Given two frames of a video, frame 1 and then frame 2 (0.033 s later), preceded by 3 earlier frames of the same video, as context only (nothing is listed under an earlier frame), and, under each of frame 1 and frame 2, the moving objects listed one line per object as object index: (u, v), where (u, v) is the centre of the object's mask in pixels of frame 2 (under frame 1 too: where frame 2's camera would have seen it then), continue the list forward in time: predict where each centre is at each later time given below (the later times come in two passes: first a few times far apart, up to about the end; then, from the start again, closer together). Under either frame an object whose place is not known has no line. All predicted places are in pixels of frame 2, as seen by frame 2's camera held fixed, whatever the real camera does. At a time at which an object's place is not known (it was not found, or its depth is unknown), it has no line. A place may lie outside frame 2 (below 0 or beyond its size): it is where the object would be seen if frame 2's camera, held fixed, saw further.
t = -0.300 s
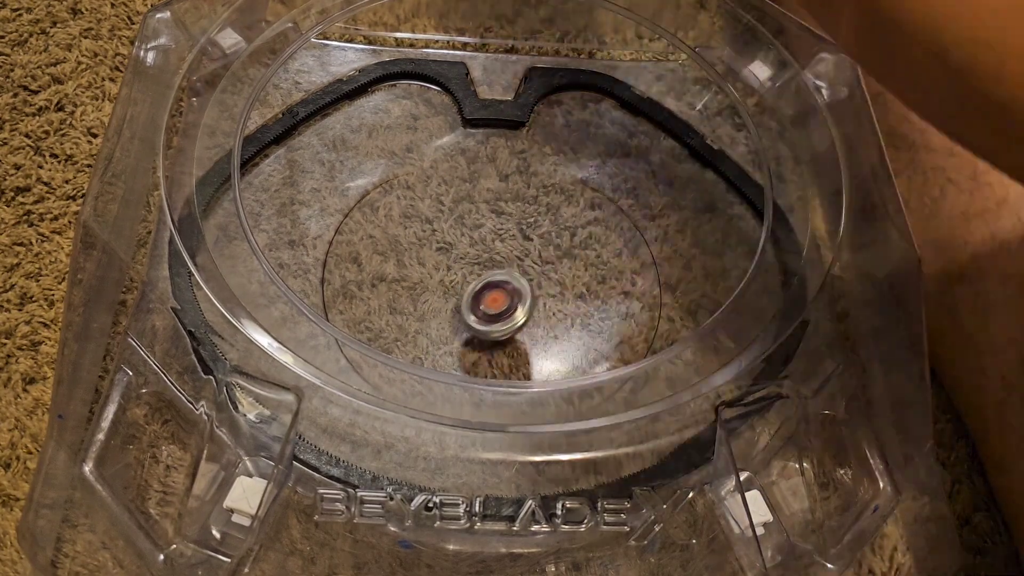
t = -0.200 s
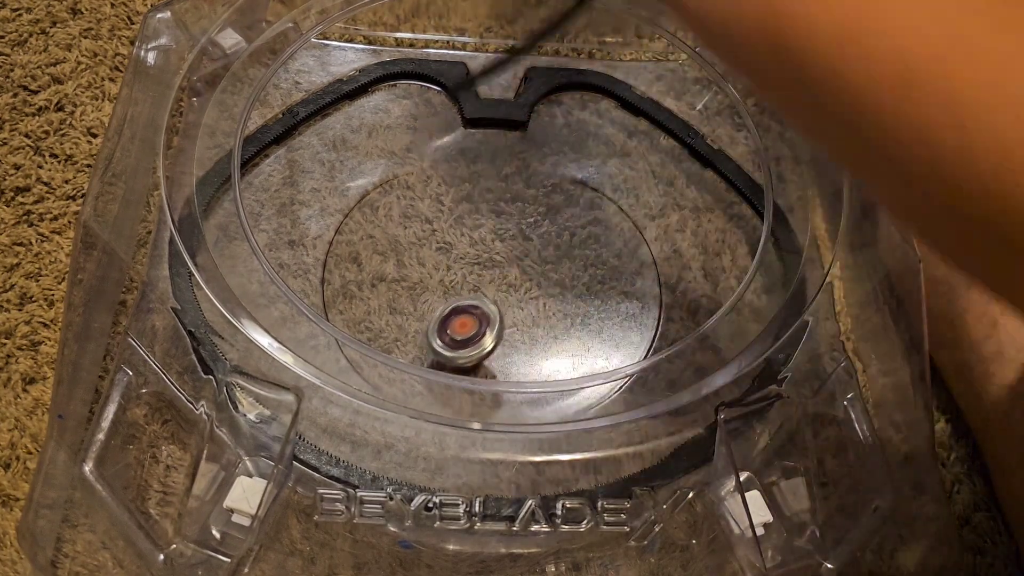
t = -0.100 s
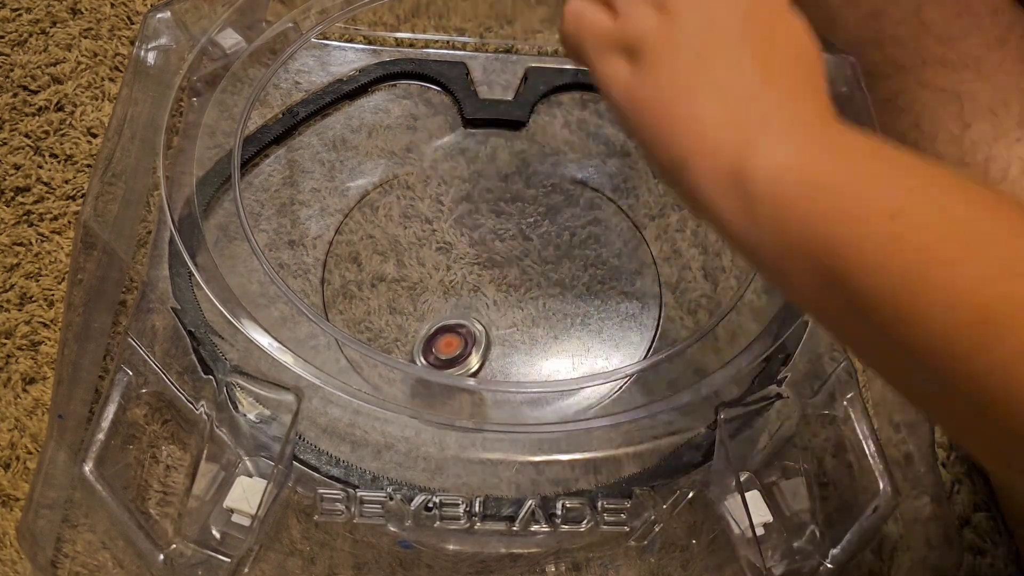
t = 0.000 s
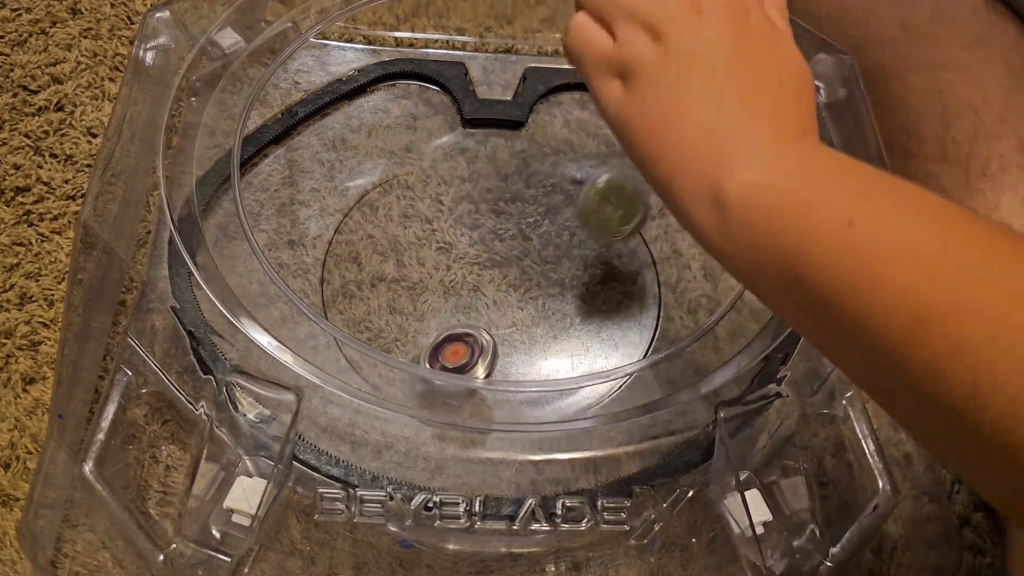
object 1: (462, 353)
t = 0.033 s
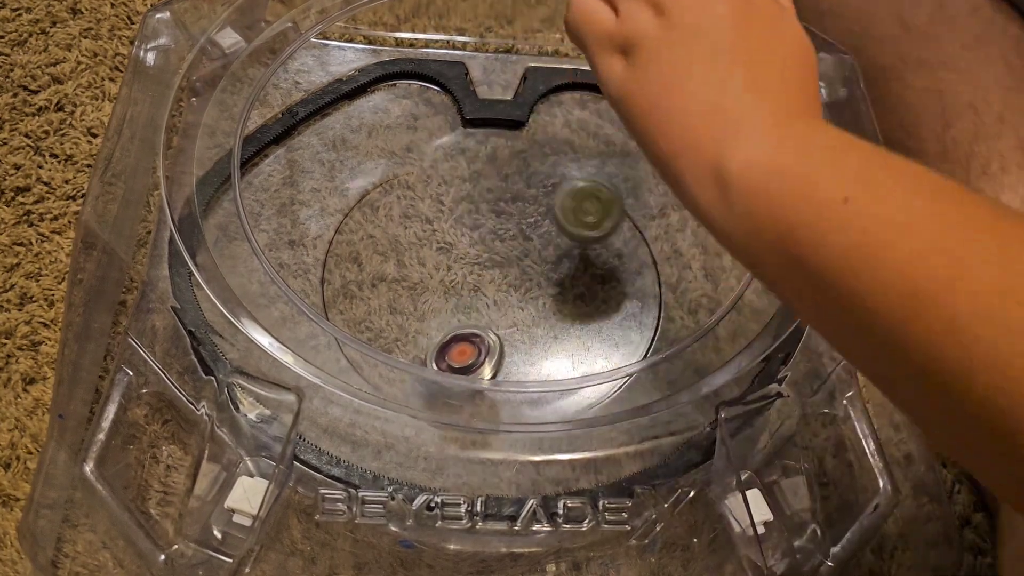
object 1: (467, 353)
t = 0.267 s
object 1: (531, 322)
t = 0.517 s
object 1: (542, 268)
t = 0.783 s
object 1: (439, 276)
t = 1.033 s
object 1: (399, 332)
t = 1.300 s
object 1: (504, 366)
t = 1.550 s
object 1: (520, 336)
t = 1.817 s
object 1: (402, 229)
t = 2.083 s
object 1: (378, 238)
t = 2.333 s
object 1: (364, 371)
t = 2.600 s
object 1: (652, 191)
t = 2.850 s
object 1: (582, 74)
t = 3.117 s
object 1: (366, 312)
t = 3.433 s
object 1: (393, 377)
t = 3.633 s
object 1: (366, 328)
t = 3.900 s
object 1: (546, 101)
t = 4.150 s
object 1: (605, 93)
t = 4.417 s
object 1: (540, 230)
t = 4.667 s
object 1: (361, 314)
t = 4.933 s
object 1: (436, 387)
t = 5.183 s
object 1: (769, 193)
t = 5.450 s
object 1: (223, 193)
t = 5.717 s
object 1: (593, 475)
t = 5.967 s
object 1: (539, 163)
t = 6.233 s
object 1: (525, 389)
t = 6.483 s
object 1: (751, 281)
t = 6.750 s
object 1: (549, 245)
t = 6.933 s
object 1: (637, 389)
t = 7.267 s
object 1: (644, 331)
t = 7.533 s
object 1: (496, 266)
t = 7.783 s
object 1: (345, 255)
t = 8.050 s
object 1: (349, 281)
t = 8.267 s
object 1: (490, 266)
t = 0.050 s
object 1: (471, 353)
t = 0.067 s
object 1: (475, 353)
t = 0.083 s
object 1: (478, 353)
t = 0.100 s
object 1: (483, 352)
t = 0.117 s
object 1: (488, 351)
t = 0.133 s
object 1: (492, 349)
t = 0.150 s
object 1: (497, 348)
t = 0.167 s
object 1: (502, 345)
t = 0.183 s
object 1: (507, 342)
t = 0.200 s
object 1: (512, 339)
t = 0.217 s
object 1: (517, 335)
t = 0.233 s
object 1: (522, 330)
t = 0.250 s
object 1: (526, 327)
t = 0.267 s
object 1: (531, 322)
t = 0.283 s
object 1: (535, 318)
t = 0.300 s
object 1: (539, 313)
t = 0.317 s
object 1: (542, 309)
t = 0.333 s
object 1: (545, 305)
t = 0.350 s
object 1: (548, 301)
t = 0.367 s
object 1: (550, 297)
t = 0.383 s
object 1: (551, 292)
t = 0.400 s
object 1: (552, 289)
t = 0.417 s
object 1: (552, 285)
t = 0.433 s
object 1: (552, 281)
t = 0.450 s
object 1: (551, 278)
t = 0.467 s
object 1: (549, 275)
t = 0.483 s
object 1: (548, 273)
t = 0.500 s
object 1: (545, 270)
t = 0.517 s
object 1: (542, 268)
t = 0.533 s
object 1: (538, 267)
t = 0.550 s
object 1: (534, 265)
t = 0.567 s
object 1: (529, 264)
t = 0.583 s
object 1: (523, 263)
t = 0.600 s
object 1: (517, 262)
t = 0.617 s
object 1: (511, 262)
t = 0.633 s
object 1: (504, 262)
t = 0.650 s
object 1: (498, 262)
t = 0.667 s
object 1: (491, 263)
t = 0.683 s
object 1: (483, 264)
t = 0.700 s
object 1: (476, 266)
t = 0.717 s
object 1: (468, 268)
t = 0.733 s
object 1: (461, 269)
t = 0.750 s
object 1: (453, 272)
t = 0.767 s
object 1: (447, 274)
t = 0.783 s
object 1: (439, 276)
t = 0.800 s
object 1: (433, 280)
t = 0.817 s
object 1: (426, 284)
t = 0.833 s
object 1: (421, 287)
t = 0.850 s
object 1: (414, 291)
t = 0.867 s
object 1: (410, 295)
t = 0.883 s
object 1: (405, 299)
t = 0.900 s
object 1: (401, 303)
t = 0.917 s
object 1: (398, 307)
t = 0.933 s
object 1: (395, 312)
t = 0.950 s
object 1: (393, 317)
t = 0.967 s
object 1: (393, 320)
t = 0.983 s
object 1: (393, 323)
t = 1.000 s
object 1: (394, 326)
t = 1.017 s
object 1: (396, 330)
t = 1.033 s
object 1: (399, 332)
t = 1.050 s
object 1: (402, 335)
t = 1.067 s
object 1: (406, 338)
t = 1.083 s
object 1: (411, 341)
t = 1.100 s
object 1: (417, 345)
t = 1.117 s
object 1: (422, 347)
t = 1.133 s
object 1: (428, 350)
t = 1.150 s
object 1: (435, 352)
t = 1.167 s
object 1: (442, 355)
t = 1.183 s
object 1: (450, 357)
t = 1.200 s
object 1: (457, 359)
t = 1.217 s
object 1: (465, 361)
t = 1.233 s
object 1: (473, 362)
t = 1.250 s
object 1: (481, 363)
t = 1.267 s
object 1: (490, 364)
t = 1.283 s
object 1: (497, 365)
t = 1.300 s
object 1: (504, 366)
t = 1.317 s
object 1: (511, 367)
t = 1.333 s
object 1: (518, 368)
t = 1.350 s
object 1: (523, 368)
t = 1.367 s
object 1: (528, 368)
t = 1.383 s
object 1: (531, 368)
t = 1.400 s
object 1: (534, 367)
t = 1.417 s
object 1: (536, 367)
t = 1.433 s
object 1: (536, 365)
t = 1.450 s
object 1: (536, 363)
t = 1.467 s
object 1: (535, 361)
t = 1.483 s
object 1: (535, 359)
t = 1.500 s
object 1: (532, 355)
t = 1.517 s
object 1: (529, 350)
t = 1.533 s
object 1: (525, 343)
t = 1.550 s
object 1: (520, 336)
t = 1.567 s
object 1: (514, 330)
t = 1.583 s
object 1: (507, 322)
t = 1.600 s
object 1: (500, 315)
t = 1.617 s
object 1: (492, 308)
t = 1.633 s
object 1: (484, 300)
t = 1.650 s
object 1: (476, 293)
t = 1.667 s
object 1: (468, 285)
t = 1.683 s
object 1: (460, 277)
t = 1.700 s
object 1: (452, 270)
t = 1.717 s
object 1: (444, 264)
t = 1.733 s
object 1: (435, 258)
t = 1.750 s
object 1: (428, 251)
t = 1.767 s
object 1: (422, 245)
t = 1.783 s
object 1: (414, 240)
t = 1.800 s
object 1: (408, 234)
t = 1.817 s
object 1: (402, 229)
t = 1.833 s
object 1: (396, 225)
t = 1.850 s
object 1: (391, 221)
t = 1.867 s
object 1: (387, 218)
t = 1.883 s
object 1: (382, 216)
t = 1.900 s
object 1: (379, 214)
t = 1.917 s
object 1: (376, 213)
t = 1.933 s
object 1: (373, 212)
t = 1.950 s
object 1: (371, 213)
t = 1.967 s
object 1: (370, 214)
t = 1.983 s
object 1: (370, 215)
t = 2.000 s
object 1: (370, 218)
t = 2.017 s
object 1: (370, 221)
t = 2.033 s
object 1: (371, 225)
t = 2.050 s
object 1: (373, 229)
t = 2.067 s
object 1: (375, 232)
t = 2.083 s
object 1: (378, 238)
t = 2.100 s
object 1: (382, 243)
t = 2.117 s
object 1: (386, 249)
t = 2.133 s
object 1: (391, 255)
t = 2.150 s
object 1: (396, 261)
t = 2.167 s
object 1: (402, 267)
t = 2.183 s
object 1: (407, 275)
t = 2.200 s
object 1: (413, 281)
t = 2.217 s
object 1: (419, 288)
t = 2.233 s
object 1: (425, 295)
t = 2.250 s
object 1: (398, 318)
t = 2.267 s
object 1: (375, 344)
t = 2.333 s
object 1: (364, 371)
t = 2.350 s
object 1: (390, 366)
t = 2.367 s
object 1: (421, 348)
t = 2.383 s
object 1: (442, 347)
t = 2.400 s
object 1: (466, 346)
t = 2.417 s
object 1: (487, 348)
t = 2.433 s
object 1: (512, 337)
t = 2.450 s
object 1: (534, 321)
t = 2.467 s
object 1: (553, 309)
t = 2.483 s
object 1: (574, 295)
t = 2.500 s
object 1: (592, 281)
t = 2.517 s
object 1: (608, 267)
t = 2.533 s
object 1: (620, 255)
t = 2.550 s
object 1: (636, 236)
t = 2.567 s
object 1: (647, 221)
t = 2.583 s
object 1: (652, 203)
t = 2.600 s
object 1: (652, 191)
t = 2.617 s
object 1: (655, 175)
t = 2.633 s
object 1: (652, 168)
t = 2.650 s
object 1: (652, 161)
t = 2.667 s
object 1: (649, 156)
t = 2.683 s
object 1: (647, 146)
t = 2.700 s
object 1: (643, 132)
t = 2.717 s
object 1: (638, 125)
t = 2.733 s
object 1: (634, 121)
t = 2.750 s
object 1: (629, 114)
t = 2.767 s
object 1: (621, 105)
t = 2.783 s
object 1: (615, 99)
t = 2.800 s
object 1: (608, 94)
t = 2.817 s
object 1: (600, 87)
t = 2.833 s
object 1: (593, 81)
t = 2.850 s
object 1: (582, 74)
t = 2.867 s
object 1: (574, 68)
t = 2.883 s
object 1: (564, 73)
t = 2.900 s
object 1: (550, 83)
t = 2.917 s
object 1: (539, 93)
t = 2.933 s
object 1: (524, 109)
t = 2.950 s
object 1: (510, 126)
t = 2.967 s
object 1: (495, 146)
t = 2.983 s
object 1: (477, 177)
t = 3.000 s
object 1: (465, 194)
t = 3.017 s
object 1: (451, 205)
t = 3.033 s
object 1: (436, 224)
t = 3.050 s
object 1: (421, 243)
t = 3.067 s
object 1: (406, 269)
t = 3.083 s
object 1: (393, 281)
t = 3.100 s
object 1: (378, 300)
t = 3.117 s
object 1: (366, 312)
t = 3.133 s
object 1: (359, 320)
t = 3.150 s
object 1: (359, 324)
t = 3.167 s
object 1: (348, 347)
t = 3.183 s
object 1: (347, 355)
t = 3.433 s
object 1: (393, 377)
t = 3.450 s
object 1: (399, 364)
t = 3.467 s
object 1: (402, 359)
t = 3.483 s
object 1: (413, 345)
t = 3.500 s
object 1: (417, 339)
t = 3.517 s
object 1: (425, 333)
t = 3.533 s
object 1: (432, 320)
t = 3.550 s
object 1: (397, 334)
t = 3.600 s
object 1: (321, 369)
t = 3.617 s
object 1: (335, 352)
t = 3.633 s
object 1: (366, 328)
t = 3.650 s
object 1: (381, 320)
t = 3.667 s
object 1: (400, 310)
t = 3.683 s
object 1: (421, 302)
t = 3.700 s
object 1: (441, 297)
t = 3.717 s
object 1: (457, 292)
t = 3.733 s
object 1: (476, 275)
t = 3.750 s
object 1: (497, 259)
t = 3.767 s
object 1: (512, 246)
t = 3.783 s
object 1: (523, 226)
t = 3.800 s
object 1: (526, 206)
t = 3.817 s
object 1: (529, 190)
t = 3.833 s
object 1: (532, 170)
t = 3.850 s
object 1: (537, 151)
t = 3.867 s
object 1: (537, 135)
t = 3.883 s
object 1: (543, 116)
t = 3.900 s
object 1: (546, 101)
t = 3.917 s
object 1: (549, 91)
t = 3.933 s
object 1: (551, 79)
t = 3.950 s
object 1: (557, 69)
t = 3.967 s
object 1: (562, 63)
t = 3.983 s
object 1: (568, 58)
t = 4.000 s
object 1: (573, 58)
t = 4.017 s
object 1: (577, 55)
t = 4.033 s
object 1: (581, 60)
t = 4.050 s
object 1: (585, 65)
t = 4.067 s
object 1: (589, 70)
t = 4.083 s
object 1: (592, 71)
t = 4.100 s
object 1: (596, 76)
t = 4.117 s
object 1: (599, 82)
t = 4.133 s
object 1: (603, 87)
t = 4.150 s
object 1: (605, 93)
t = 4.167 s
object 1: (607, 100)
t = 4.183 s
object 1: (608, 105)
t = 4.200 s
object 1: (609, 112)
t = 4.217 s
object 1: (608, 121)
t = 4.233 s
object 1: (606, 129)
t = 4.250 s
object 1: (605, 134)
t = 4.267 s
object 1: (602, 141)
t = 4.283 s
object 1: (599, 150)
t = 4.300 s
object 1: (594, 159)
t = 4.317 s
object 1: (588, 170)
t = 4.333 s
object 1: (582, 178)
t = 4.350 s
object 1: (574, 189)
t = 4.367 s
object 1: (567, 200)
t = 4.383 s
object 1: (557, 210)
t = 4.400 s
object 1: (547, 220)
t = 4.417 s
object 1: (540, 230)
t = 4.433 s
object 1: (529, 240)
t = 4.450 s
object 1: (517, 249)
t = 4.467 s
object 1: (505, 259)
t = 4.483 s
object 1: (494, 267)
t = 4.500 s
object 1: (483, 277)
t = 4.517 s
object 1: (470, 284)
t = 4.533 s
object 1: (459, 290)
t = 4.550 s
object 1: (445, 298)
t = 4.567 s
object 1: (432, 303)
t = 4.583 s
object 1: (420, 307)
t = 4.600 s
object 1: (408, 311)
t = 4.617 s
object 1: (395, 315)
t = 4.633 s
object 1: (383, 316)
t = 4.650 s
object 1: (372, 316)
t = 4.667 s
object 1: (361, 314)
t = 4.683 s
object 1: (353, 312)
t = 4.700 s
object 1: (350, 309)
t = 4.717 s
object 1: (347, 307)
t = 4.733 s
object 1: (345, 306)
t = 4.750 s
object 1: (344, 304)
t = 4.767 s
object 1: (343, 302)
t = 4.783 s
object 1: (342, 301)
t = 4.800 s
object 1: (342, 300)
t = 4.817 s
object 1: (325, 322)
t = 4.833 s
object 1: (314, 341)
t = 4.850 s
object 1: (310, 348)
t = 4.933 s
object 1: (436, 387)
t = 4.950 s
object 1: (476, 389)
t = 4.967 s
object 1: (512, 381)
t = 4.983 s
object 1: (546, 369)
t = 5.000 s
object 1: (579, 364)
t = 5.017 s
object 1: (611, 355)
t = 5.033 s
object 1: (638, 339)
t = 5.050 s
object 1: (664, 321)
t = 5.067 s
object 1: (684, 305)
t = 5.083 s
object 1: (702, 291)
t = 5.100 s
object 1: (717, 277)
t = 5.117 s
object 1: (731, 259)
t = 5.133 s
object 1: (755, 245)
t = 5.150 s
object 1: (768, 230)
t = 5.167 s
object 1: (778, 214)
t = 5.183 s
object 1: (769, 193)
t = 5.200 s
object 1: (737, 171)
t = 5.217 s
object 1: (717, 153)
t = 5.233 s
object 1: (692, 133)
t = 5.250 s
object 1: (670, 113)
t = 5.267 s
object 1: (645, 96)
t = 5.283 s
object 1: (617, 77)
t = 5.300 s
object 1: (575, 67)
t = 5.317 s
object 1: (539, 75)
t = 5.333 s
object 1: (503, 84)
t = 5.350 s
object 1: (464, 97)
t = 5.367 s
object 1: (425, 114)
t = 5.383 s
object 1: (384, 136)
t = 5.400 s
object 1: (340, 160)
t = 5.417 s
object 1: (300, 179)
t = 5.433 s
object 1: (261, 182)
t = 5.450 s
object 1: (223, 193)
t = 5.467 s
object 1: (175, 206)
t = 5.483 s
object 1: (157, 225)
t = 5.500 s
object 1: (168, 248)
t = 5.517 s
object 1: (188, 274)
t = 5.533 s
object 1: (207, 298)
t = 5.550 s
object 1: (231, 324)
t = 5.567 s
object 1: (258, 347)
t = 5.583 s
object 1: (287, 370)
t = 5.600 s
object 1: (318, 412)
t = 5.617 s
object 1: (342, 422)
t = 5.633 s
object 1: (368, 445)
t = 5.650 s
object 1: (401, 457)
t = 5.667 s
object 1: (434, 467)
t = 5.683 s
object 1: (478, 476)
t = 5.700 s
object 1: (531, 476)
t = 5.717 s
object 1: (593, 475)
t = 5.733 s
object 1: (652, 458)
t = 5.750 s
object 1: (707, 424)
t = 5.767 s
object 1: (746, 378)
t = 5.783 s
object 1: (773, 336)
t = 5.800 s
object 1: (789, 294)
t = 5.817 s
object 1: (791, 251)
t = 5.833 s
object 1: (774, 214)
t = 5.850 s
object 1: (744, 185)
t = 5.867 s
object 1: (708, 160)
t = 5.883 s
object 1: (674, 132)
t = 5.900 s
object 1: (640, 106)
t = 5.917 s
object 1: (600, 87)
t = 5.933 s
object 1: (559, 91)
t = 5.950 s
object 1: (544, 122)
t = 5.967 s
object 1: (539, 163)
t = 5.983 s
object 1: (532, 205)
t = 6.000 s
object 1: (524, 245)
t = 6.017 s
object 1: (519, 284)
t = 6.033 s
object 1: (512, 324)
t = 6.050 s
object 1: (506, 353)
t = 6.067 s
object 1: (497, 393)
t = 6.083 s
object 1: (493, 439)
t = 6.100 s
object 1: (490, 473)
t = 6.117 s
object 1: (487, 485)
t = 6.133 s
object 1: (486, 470)
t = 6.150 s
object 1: (488, 446)
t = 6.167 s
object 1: (488, 428)
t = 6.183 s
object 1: (490, 409)
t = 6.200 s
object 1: (491, 393)
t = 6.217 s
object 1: (493, 388)
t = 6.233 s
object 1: (525, 389)
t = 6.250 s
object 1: (559, 393)
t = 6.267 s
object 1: (594, 395)
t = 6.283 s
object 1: (627, 393)
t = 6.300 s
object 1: (661, 385)
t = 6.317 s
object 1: (697, 382)
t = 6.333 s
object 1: (725, 373)
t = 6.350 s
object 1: (754, 359)
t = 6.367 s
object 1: (780, 348)
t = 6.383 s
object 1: (806, 336)
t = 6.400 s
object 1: (829, 326)
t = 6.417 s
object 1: (836, 315)
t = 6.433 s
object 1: (818, 304)
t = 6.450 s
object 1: (795, 295)
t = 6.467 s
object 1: (774, 287)
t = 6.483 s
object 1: (751, 281)
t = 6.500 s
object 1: (729, 265)
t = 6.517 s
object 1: (711, 254)
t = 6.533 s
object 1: (690, 245)
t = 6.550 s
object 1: (669, 238)
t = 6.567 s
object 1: (650, 227)
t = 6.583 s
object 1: (632, 216)
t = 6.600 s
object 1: (613, 209)
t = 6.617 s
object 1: (594, 204)
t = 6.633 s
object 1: (574, 196)
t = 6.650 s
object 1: (556, 188)
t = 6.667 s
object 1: (537, 182)
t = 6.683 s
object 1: (518, 176)
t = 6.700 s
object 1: (523, 191)
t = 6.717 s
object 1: (531, 209)
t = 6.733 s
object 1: (540, 227)
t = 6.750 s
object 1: (549, 245)
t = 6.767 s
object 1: (559, 261)
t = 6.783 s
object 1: (569, 278)
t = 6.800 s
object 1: (578, 293)
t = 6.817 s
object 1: (587, 309)
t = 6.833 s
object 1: (596, 324)
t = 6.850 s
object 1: (605, 338)
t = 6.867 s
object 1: (614, 345)
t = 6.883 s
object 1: (619, 350)
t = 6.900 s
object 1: (628, 369)
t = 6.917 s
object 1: (633, 380)
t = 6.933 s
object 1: (637, 389)
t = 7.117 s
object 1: (665, 377)
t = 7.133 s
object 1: (665, 372)
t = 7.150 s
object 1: (664, 369)
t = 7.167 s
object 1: (660, 368)
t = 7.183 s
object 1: (659, 361)
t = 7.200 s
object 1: (658, 346)
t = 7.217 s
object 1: (652, 338)
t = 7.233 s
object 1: (649, 336)
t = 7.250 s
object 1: (646, 336)
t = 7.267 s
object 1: (644, 331)
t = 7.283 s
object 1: (641, 325)
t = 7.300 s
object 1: (636, 321)
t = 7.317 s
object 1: (630, 319)
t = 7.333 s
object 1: (624, 315)
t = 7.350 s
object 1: (615, 308)
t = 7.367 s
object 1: (606, 305)
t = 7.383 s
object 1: (598, 301)
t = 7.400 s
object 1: (586, 296)
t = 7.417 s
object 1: (577, 294)
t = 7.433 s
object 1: (567, 288)
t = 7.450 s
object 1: (553, 286)
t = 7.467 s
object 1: (544, 280)
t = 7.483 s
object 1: (530, 277)
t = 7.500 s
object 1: (518, 272)
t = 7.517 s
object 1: (506, 269)
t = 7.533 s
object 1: (496, 266)
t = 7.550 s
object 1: (481, 263)
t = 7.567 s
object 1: (470, 259)
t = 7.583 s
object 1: (458, 258)
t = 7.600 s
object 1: (447, 256)
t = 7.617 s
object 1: (436, 253)
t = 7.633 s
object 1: (426, 252)
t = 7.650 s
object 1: (415, 251)
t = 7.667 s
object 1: (406, 250)
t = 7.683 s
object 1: (395, 250)
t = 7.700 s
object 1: (386, 250)
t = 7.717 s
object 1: (377, 250)
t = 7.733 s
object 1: (368, 252)
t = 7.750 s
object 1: (358, 251)
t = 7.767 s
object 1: (351, 253)
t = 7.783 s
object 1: (345, 255)
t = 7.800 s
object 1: (338, 256)
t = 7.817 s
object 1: (330, 258)
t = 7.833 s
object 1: (328, 258)
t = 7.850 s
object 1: (328, 258)
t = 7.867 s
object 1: (328, 260)
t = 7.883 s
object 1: (328, 265)
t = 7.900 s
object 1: (329, 265)
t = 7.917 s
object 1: (330, 264)
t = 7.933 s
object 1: (331, 266)
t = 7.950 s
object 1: (332, 271)
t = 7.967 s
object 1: (335, 274)
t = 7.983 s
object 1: (336, 272)
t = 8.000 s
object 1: (339, 271)
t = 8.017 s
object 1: (341, 272)
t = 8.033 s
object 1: (344, 277)
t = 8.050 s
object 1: (349, 281)
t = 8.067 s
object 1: (358, 278)
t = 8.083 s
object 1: (367, 277)
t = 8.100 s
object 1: (379, 279)
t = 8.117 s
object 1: (388, 282)
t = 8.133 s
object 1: (400, 280)
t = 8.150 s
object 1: (411, 280)
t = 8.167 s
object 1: (422, 279)
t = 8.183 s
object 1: (433, 277)
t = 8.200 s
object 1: (444, 275)
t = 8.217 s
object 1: (456, 273)
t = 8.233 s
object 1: (468, 271)
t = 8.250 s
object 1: (479, 267)
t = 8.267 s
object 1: (490, 266)
